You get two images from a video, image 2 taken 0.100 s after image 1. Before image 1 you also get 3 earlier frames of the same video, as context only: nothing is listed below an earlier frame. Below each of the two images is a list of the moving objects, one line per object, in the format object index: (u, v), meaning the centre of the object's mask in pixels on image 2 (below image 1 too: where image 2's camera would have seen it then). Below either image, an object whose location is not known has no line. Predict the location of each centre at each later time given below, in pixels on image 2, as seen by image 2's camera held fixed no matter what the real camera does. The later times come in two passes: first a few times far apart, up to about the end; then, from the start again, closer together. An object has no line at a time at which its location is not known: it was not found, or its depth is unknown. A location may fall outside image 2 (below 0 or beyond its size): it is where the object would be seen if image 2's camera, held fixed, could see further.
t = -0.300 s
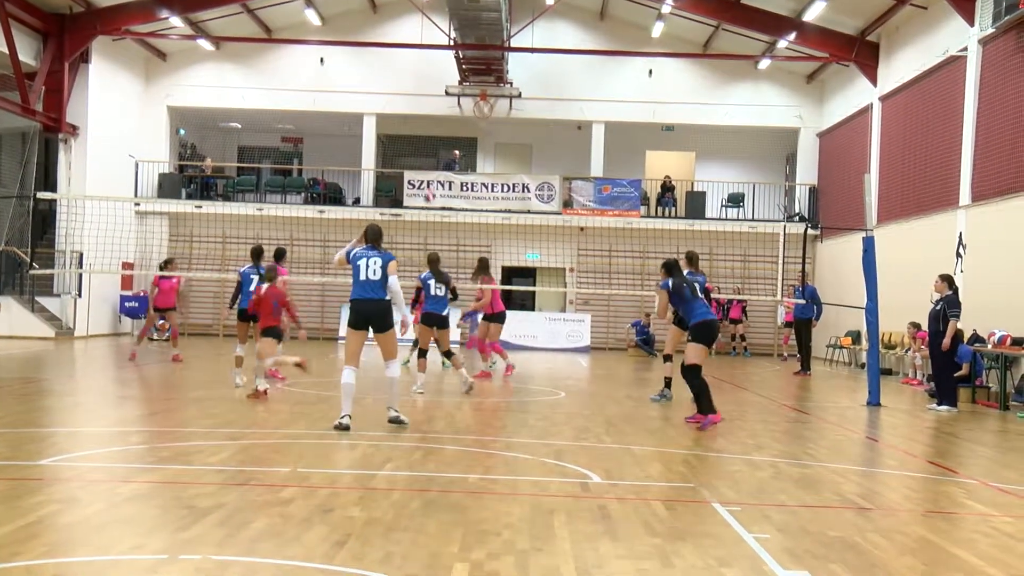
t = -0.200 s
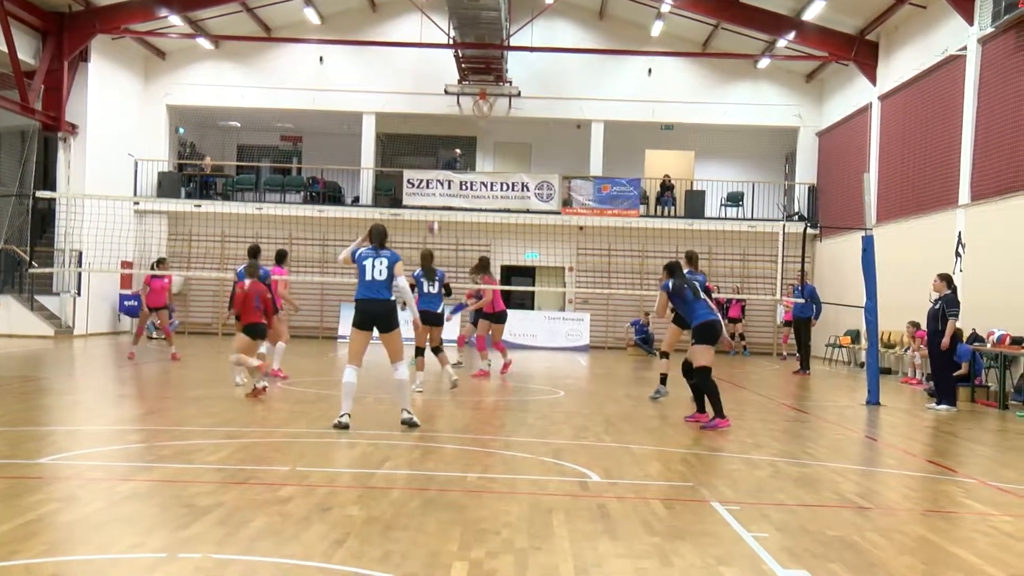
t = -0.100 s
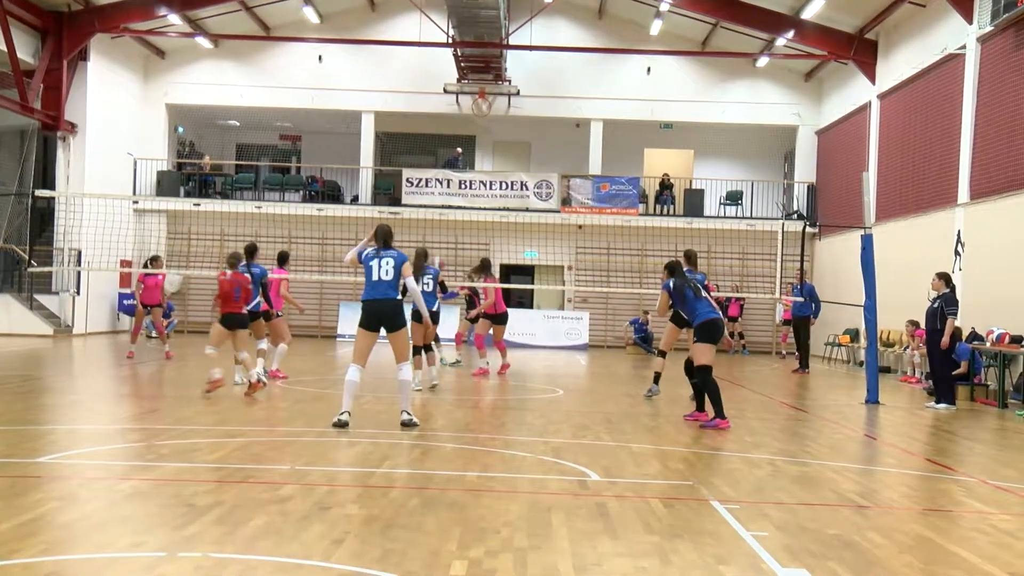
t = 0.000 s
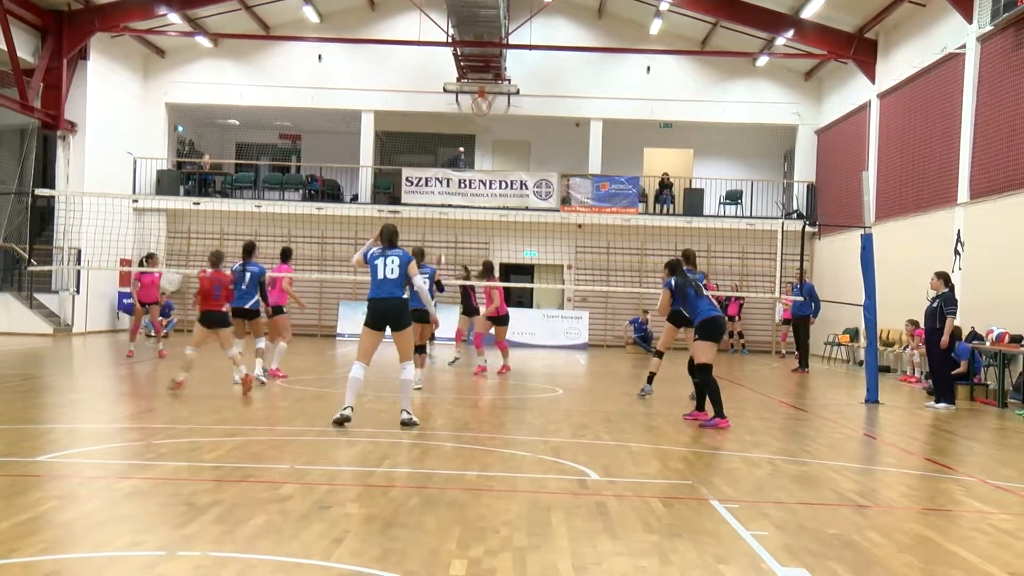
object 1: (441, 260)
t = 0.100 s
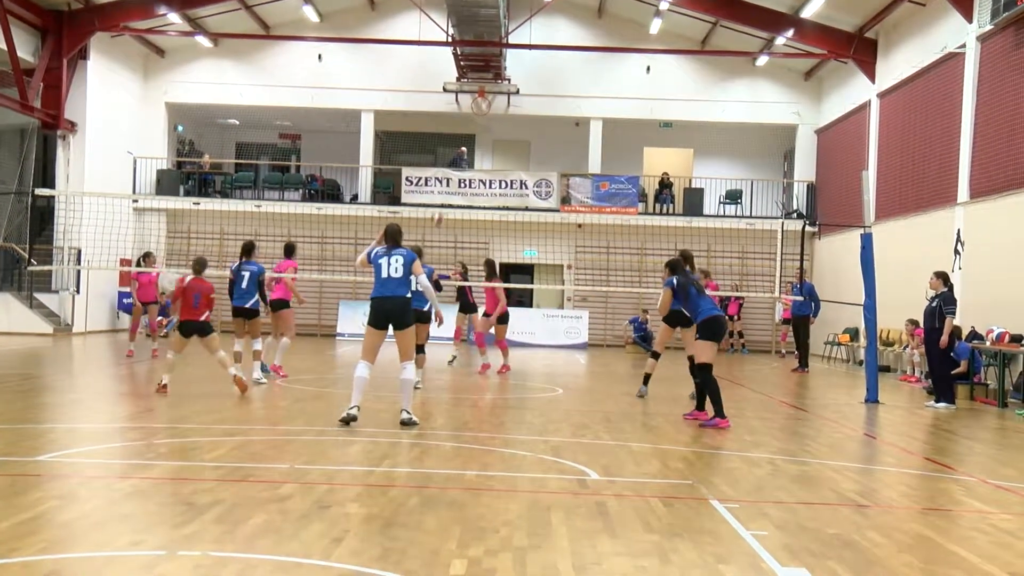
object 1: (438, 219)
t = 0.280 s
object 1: (432, 157)
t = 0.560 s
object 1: (422, 96)
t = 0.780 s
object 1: (414, 81)
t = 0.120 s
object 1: (437, 212)
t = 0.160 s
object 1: (436, 197)
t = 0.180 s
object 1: (433, 190)
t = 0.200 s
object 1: (434, 182)
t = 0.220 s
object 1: (432, 174)
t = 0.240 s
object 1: (432, 169)
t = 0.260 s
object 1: (432, 162)
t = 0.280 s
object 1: (432, 157)
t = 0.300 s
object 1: (431, 151)
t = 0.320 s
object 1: (430, 145)
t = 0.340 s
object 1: (430, 140)
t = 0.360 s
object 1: (429, 135)
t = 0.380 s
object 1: (429, 130)
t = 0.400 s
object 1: (429, 125)
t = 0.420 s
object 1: (429, 121)
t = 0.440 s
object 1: (426, 117)
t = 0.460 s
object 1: (426, 112)
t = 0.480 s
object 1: (426, 108)
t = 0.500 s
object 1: (424, 105)
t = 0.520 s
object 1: (423, 102)
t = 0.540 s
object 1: (422, 98)
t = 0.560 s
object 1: (422, 96)
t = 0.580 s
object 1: (421, 93)
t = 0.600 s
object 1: (420, 91)
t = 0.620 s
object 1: (420, 89)
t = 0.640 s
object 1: (419, 87)
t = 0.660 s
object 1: (419, 86)
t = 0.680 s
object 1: (417, 84)
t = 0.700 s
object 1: (416, 82)
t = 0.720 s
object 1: (415, 81)
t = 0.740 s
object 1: (415, 81)
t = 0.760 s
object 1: (414, 81)
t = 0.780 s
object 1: (414, 81)
